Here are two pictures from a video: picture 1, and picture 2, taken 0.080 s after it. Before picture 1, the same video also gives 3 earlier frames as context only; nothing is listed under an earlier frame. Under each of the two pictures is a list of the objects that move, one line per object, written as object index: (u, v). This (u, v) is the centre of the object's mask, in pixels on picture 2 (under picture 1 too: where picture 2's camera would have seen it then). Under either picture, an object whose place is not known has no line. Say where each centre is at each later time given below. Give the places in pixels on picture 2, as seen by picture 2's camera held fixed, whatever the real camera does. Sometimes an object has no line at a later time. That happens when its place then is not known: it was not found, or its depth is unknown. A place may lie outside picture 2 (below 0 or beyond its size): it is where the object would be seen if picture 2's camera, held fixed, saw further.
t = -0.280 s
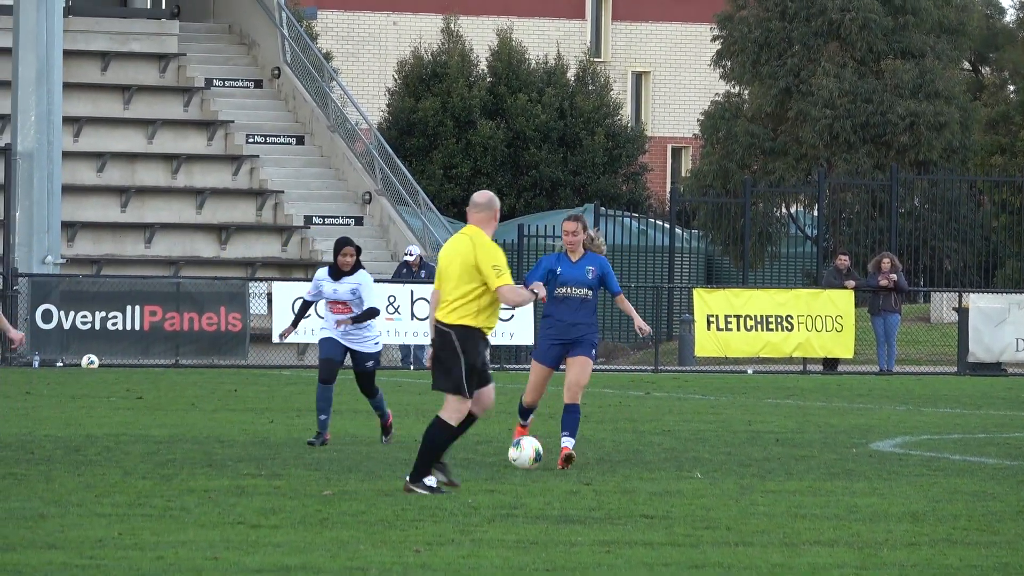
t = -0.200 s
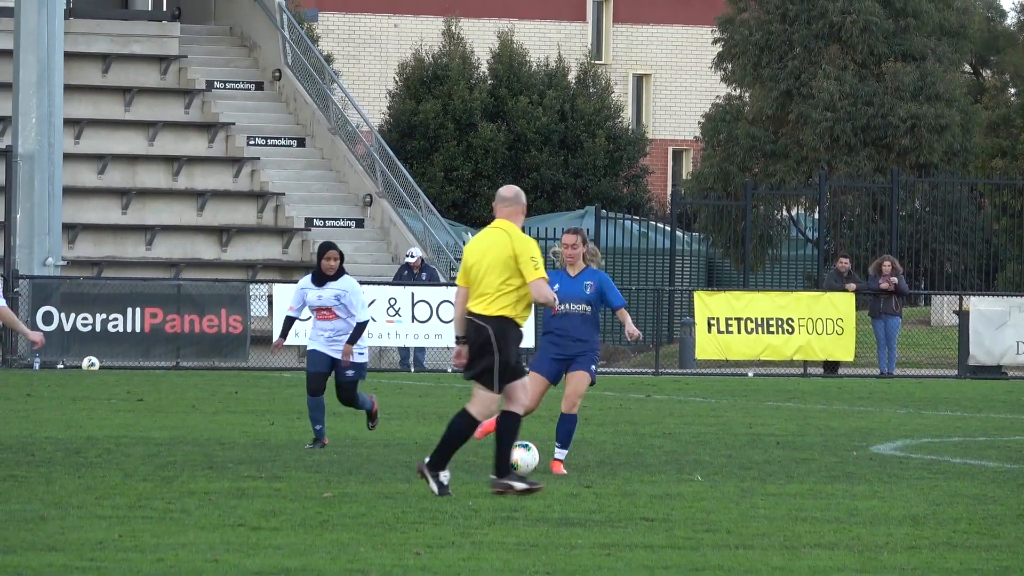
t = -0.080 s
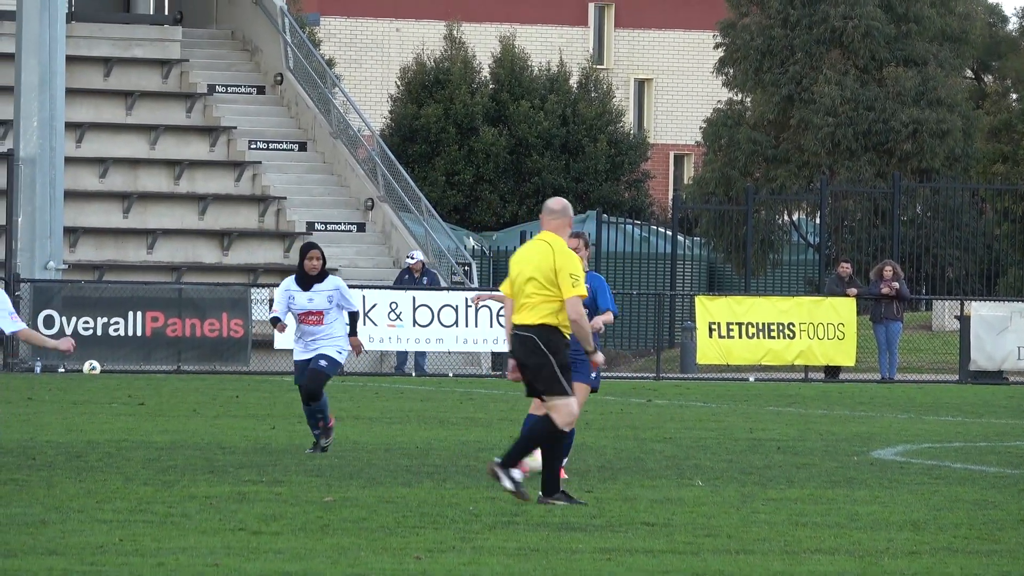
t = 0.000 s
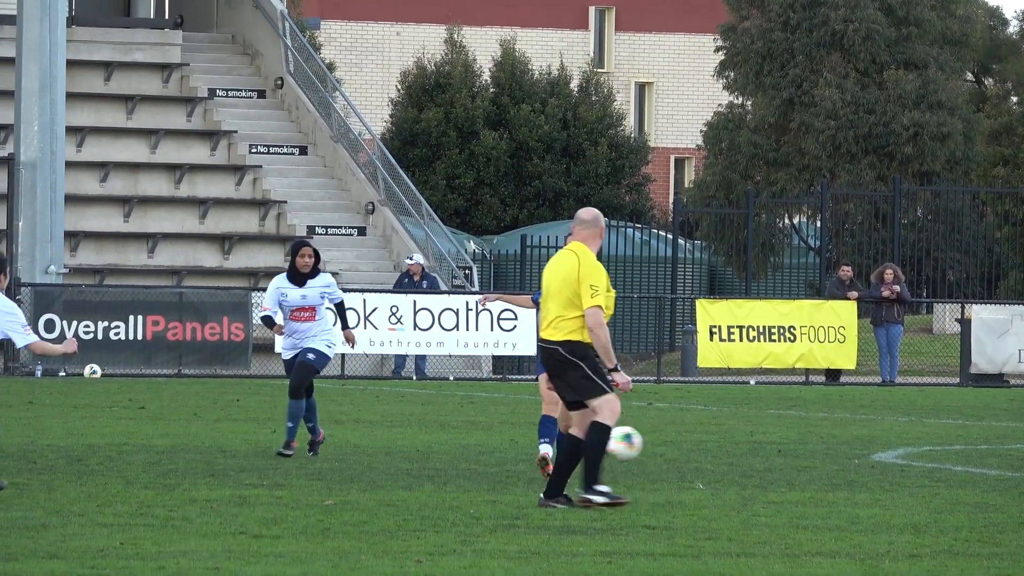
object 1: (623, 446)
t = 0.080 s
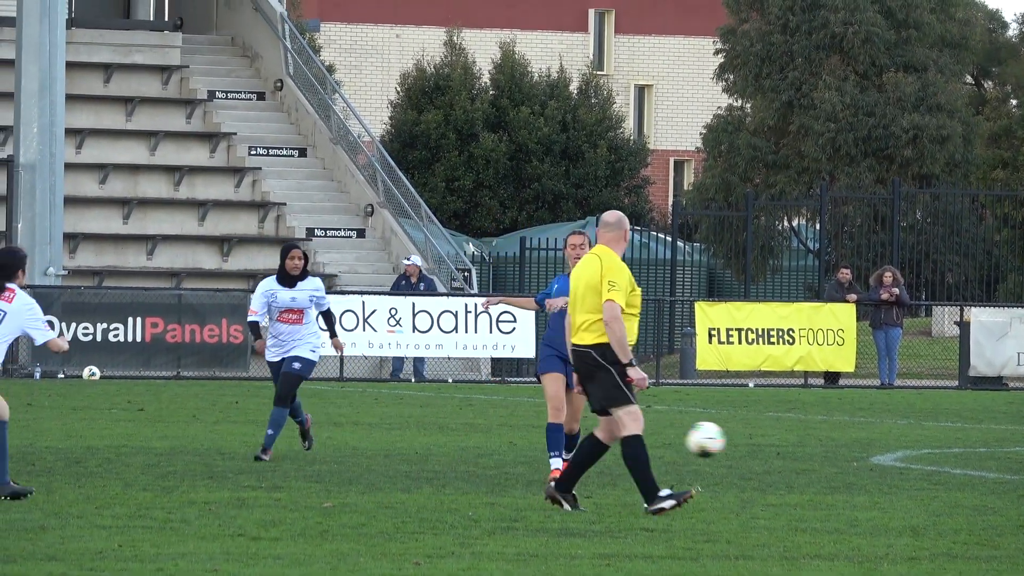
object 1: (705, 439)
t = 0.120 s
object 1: (749, 440)
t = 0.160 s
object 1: (794, 443)
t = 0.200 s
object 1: (841, 448)
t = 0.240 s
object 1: (888, 458)
